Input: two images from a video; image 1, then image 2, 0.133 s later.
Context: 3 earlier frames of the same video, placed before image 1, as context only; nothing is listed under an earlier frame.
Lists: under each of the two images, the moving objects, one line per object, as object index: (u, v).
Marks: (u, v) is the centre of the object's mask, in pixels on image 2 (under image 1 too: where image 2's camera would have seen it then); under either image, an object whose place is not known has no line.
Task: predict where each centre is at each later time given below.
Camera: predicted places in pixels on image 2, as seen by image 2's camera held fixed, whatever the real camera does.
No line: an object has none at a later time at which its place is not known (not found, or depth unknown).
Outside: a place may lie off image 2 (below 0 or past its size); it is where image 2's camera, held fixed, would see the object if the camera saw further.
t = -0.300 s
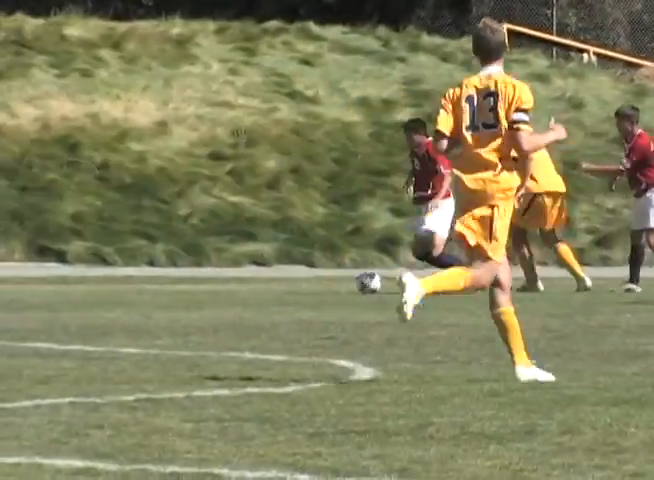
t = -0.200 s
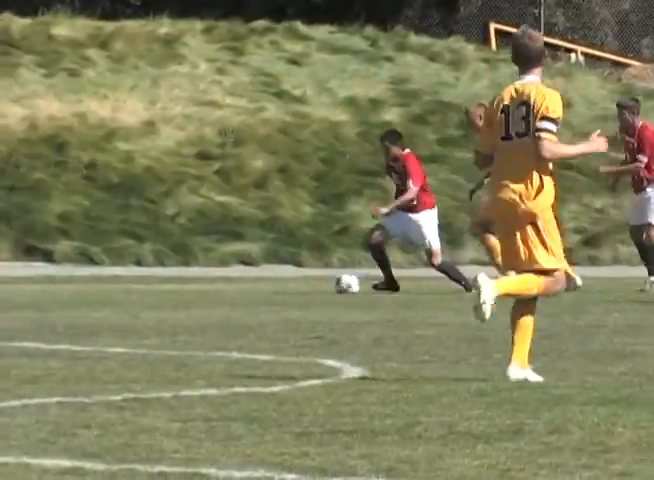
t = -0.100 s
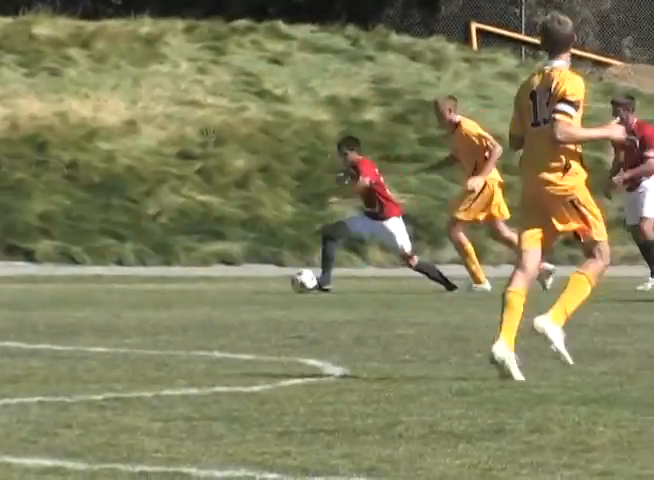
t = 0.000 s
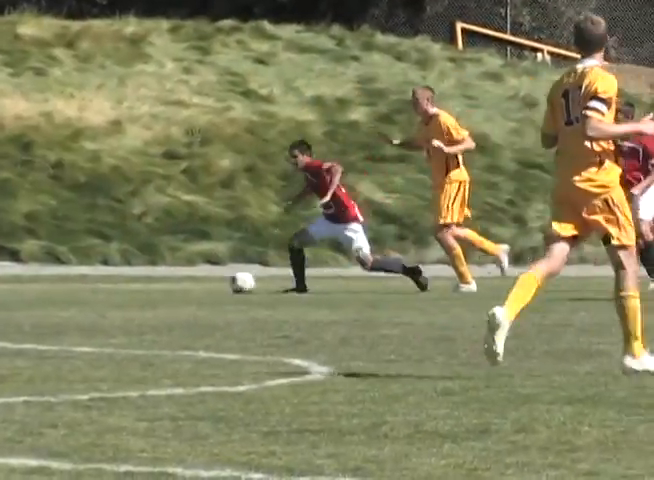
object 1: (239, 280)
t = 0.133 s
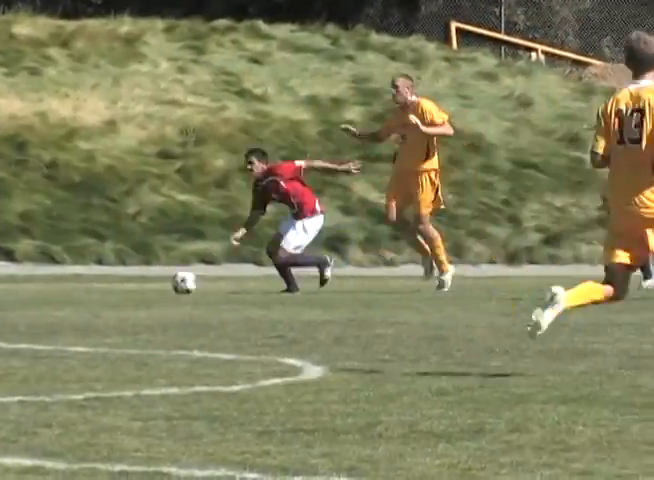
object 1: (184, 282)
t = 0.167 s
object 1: (172, 281)
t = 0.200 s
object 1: (163, 283)
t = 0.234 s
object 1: (152, 282)
